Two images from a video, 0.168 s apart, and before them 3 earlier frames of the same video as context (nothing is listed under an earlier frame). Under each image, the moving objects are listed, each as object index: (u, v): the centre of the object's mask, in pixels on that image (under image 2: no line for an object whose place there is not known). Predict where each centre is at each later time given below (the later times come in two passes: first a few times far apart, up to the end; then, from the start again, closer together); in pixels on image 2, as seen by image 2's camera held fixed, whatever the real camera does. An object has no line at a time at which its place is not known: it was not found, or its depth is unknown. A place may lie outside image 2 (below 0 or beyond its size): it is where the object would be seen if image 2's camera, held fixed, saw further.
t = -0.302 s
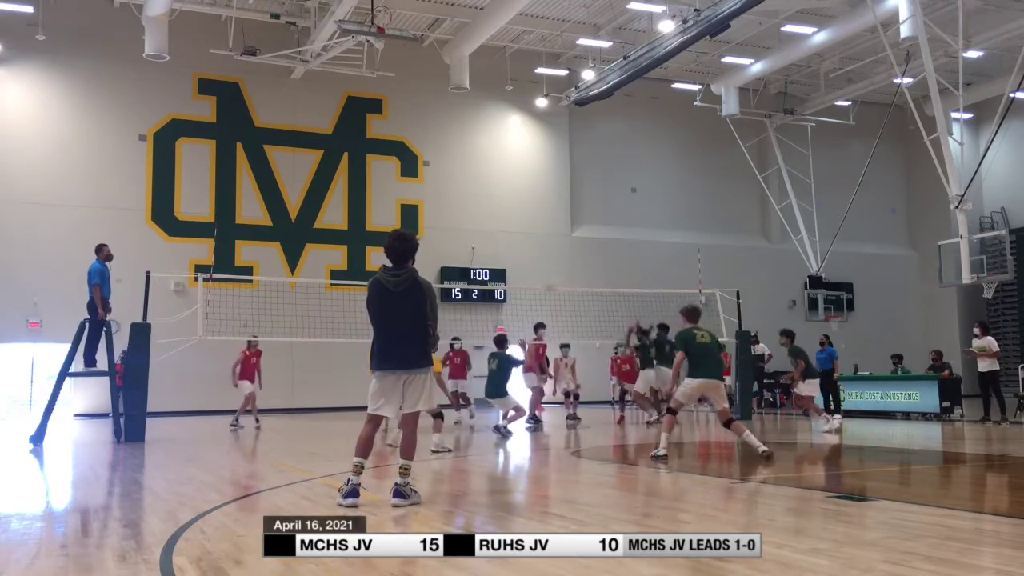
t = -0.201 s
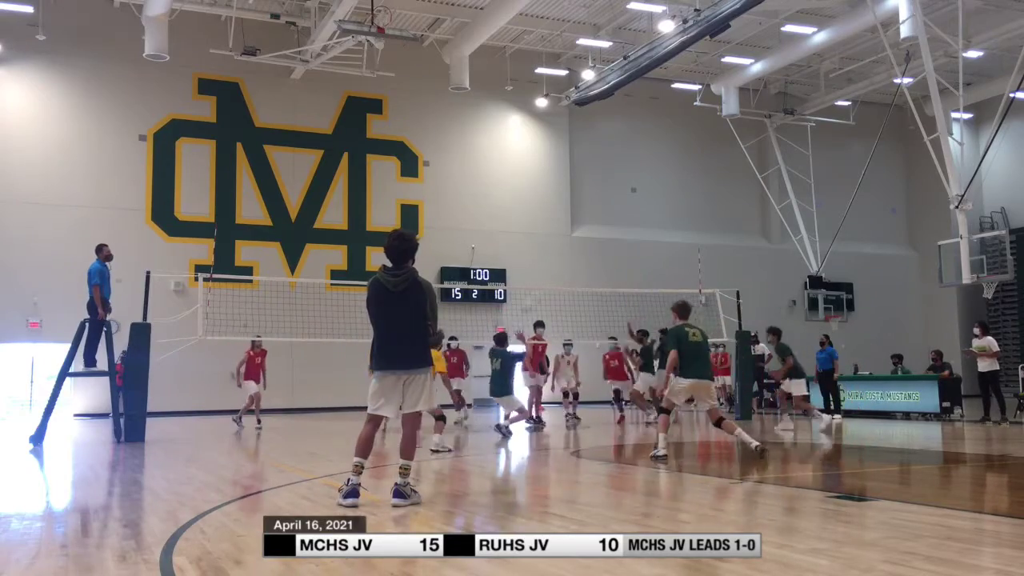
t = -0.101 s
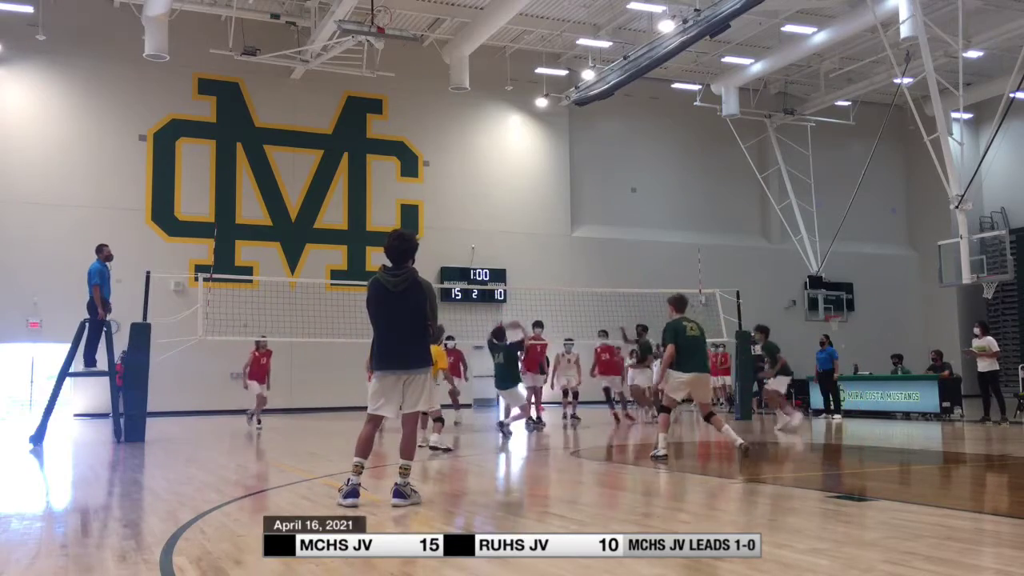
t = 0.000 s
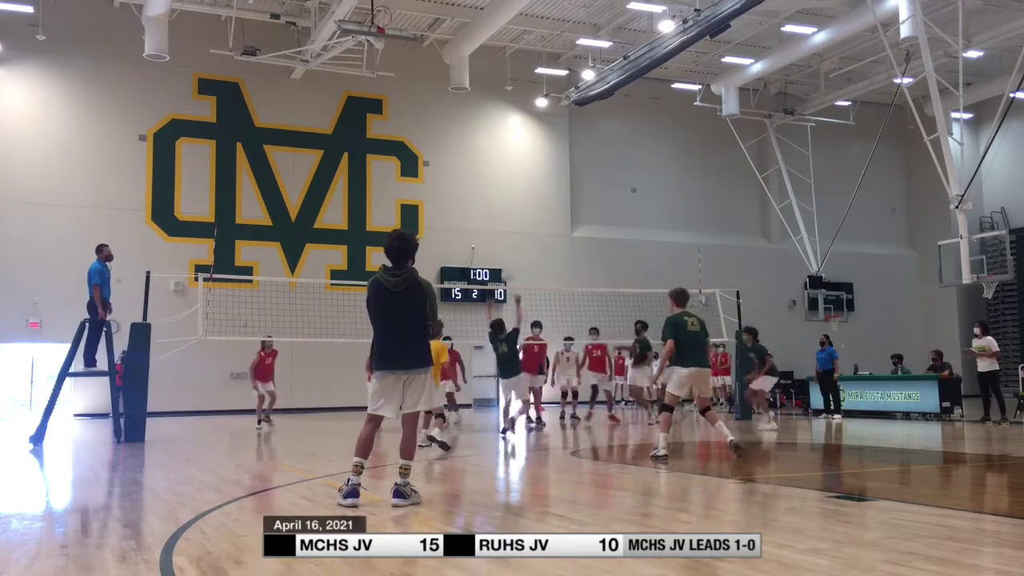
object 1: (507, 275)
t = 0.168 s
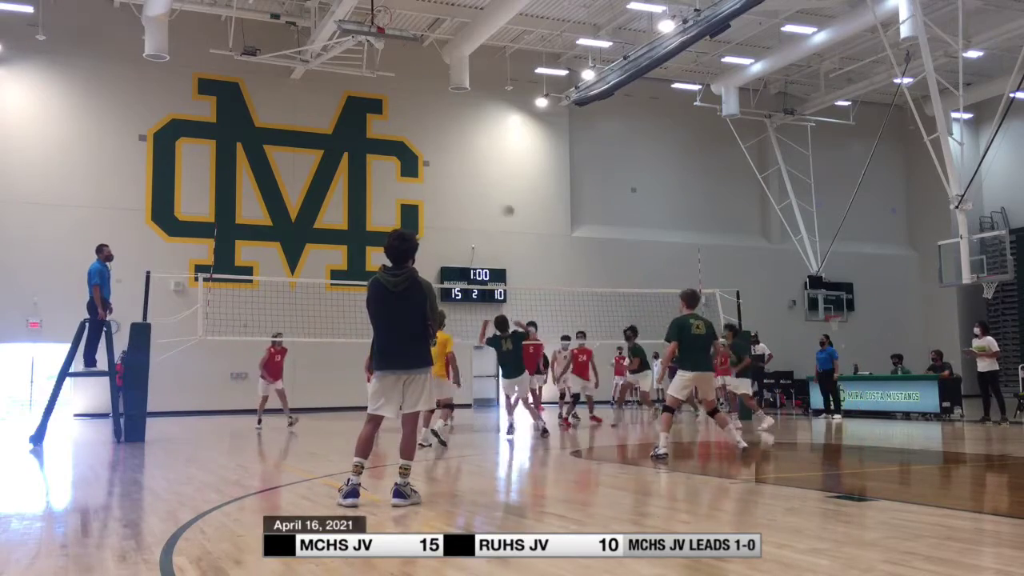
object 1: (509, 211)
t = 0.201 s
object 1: (509, 198)
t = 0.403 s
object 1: (510, 152)
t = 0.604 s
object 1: (511, 133)
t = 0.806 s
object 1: (513, 138)
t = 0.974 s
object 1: (515, 159)
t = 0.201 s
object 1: (509, 198)
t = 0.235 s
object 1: (510, 189)
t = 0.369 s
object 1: (510, 158)
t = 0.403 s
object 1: (510, 152)
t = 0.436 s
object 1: (510, 147)
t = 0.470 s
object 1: (510, 142)
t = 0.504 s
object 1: (510, 139)
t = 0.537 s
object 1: (510, 136)
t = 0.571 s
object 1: (511, 134)
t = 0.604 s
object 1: (511, 133)
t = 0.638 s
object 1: (511, 132)
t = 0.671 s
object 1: (511, 132)
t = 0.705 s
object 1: (512, 132)
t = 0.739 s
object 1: (512, 133)
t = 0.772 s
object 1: (513, 135)
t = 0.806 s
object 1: (513, 138)
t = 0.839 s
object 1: (513, 141)
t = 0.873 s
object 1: (514, 144)
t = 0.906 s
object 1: (514, 149)
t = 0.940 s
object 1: (514, 154)
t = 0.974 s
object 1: (515, 159)
